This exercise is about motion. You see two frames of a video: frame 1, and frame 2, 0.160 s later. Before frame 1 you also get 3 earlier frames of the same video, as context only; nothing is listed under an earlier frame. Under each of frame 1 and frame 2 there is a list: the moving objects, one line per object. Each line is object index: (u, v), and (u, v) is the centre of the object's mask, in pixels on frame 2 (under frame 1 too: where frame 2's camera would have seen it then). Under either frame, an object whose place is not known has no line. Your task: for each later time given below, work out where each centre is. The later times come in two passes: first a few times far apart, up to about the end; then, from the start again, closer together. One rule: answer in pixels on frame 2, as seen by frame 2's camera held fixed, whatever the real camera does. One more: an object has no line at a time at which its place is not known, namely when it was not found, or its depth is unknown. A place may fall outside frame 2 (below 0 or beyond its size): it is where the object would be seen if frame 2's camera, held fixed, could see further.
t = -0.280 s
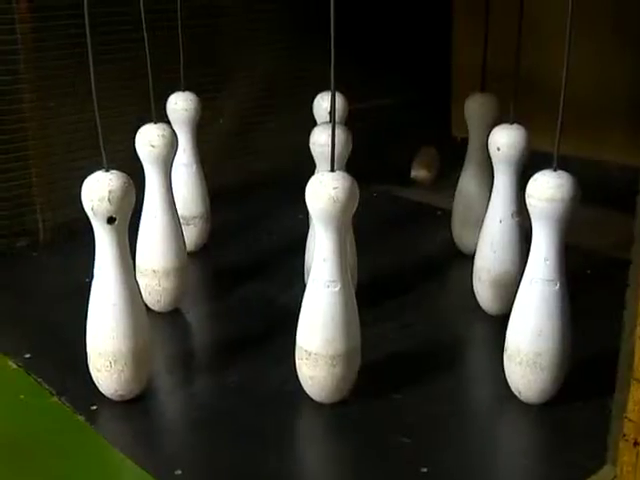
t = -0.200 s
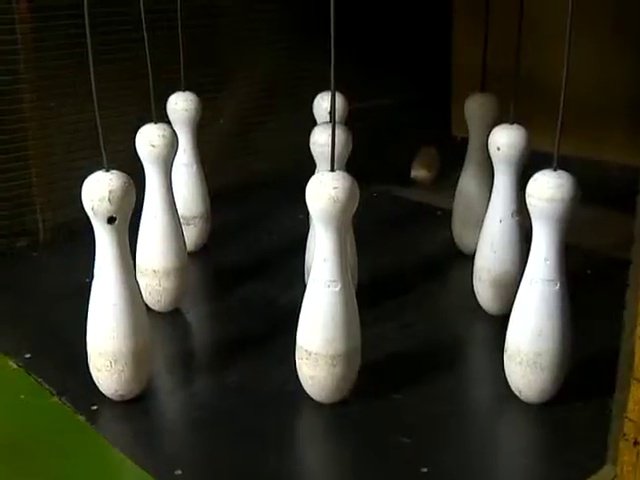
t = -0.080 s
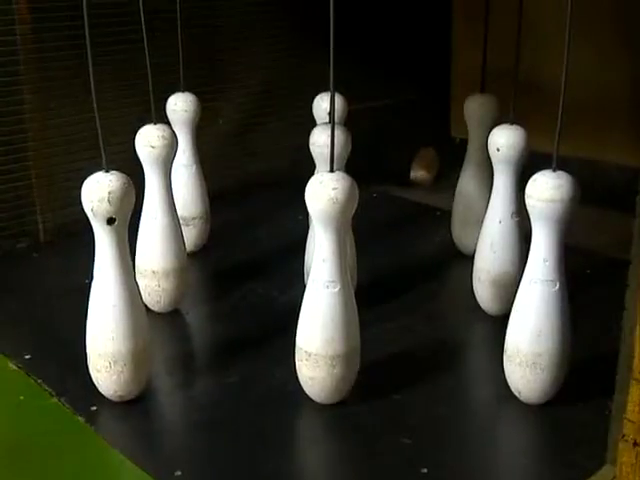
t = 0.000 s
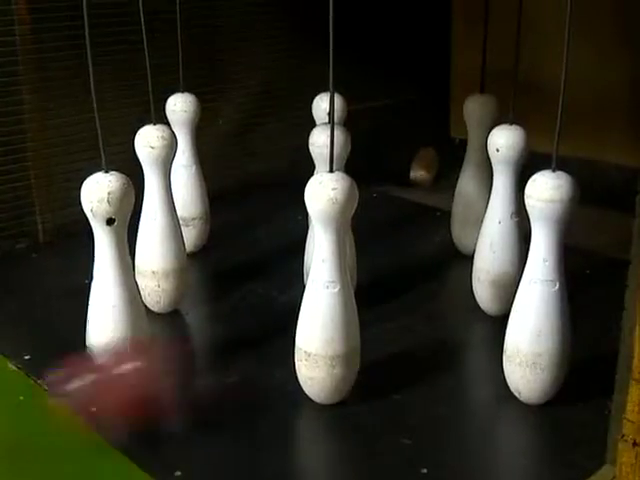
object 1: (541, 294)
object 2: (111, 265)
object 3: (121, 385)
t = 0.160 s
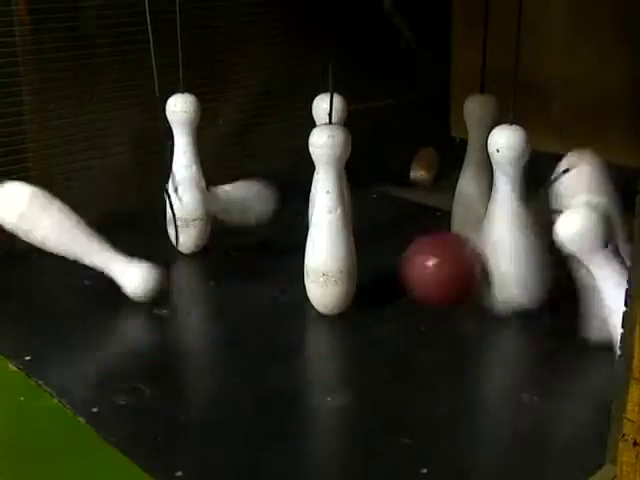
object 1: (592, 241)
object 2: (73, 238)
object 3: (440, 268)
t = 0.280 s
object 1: (570, 264)
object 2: (32, 209)
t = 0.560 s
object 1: (456, 275)
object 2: (50, 249)
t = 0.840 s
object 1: (418, 269)
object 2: (44, 278)
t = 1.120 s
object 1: (402, 261)
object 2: (70, 283)
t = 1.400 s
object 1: (401, 262)
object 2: (102, 284)
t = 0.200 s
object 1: (593, 262)
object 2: (65, 228)
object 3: (451, 262)
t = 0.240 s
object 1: (586, 254)
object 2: (53, 216)
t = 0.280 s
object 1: (570, 264)
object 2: (32, 209)
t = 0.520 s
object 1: (471, 303)
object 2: (52, 246)
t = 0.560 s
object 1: (456, 275)
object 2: (50, 249)
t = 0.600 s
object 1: (453, 292)
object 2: (48, 255)
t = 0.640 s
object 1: (445, 290)
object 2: (47, 260)
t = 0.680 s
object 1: (439, 285)
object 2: (46, 264)
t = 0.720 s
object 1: (433, 281)
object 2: (44, 269)
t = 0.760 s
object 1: (427, 276)
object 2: (44, 273)
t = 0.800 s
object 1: (422, 272)
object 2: (44, 276)
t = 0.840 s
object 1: (418, 269)
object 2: (44, 278)
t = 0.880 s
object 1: (414, 267)
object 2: (45, 281)
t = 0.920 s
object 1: (411, 264)
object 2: (48, 282)
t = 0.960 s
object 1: (408, 263)
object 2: (52, 283)
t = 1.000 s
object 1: (405, 262)
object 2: (56, 283)
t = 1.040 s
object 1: (403, 261)
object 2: (61, 283)
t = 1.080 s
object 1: (402, 261)
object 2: (65, 284)
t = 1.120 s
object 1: (402, 261)
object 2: (70, 283)
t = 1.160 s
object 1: (401, 262)
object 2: (75, 284)
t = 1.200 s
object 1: (401, 262)
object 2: (79, 284)
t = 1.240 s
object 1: (401, 262)
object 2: (84, 284)
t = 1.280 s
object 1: (401, 262)
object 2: (88, 284)
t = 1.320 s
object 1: (401, 262)
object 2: (93, 284)
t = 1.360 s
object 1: (401, 262)
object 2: (97, 284)
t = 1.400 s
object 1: (401, 262)
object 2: (102, 284)
